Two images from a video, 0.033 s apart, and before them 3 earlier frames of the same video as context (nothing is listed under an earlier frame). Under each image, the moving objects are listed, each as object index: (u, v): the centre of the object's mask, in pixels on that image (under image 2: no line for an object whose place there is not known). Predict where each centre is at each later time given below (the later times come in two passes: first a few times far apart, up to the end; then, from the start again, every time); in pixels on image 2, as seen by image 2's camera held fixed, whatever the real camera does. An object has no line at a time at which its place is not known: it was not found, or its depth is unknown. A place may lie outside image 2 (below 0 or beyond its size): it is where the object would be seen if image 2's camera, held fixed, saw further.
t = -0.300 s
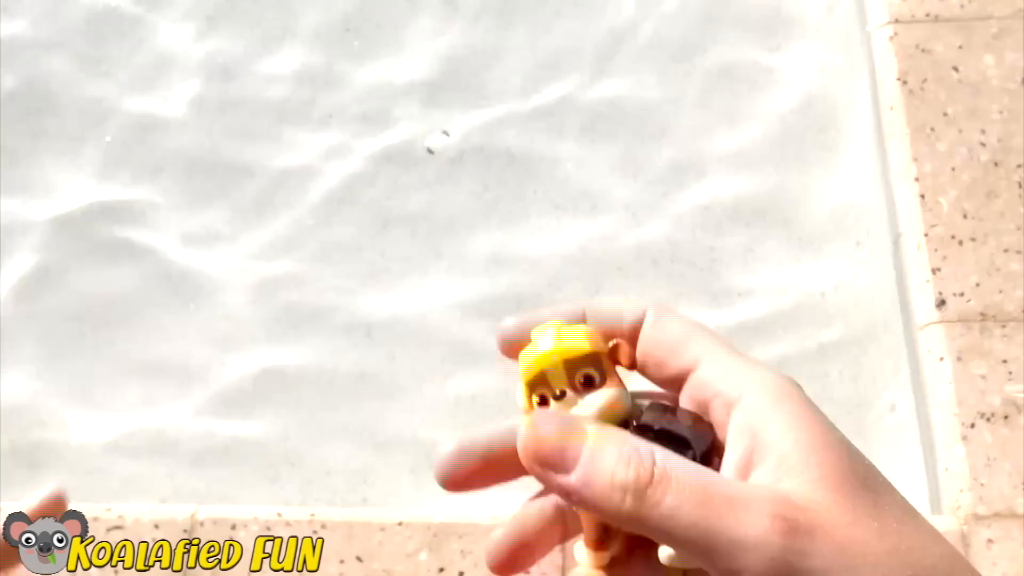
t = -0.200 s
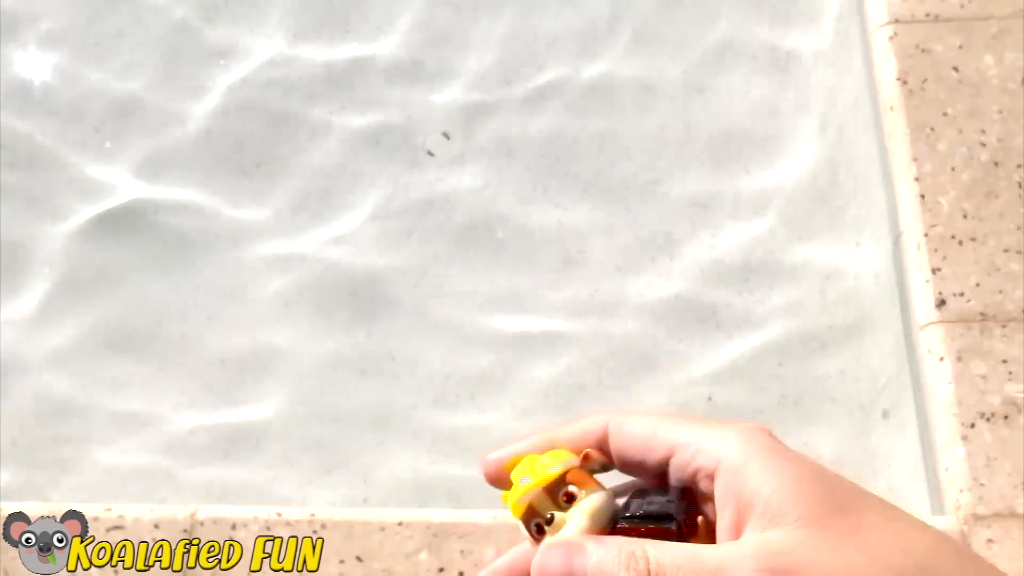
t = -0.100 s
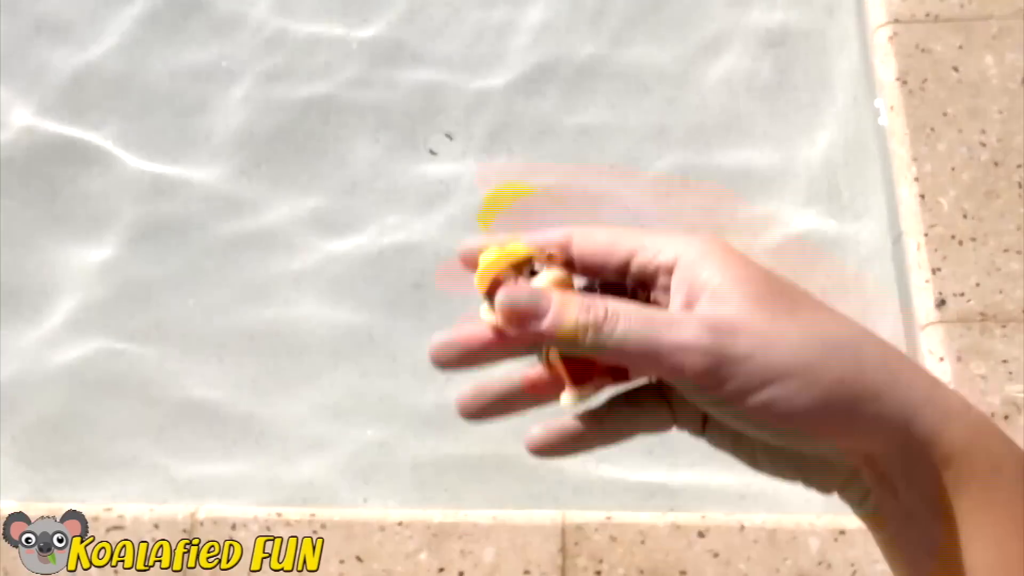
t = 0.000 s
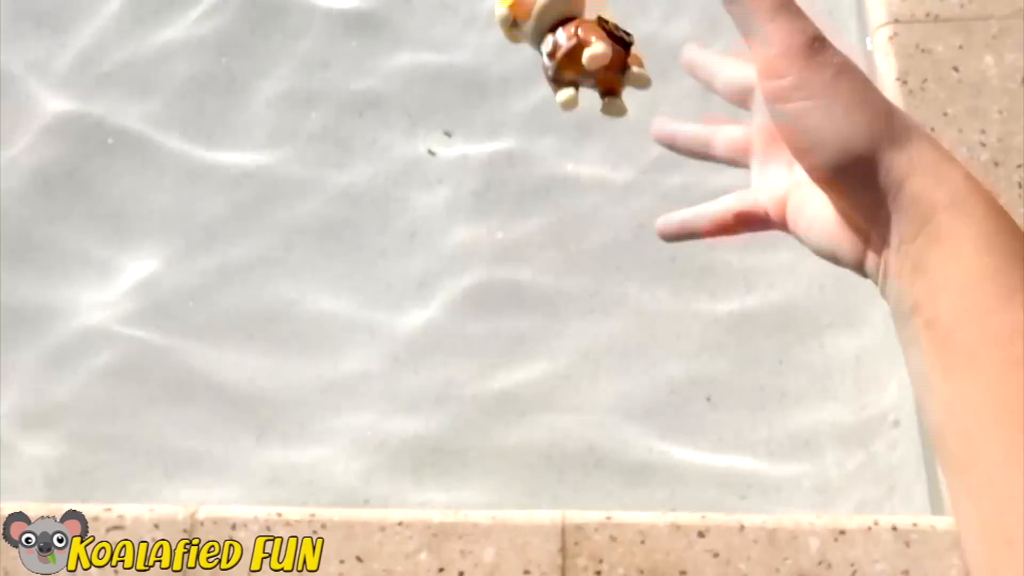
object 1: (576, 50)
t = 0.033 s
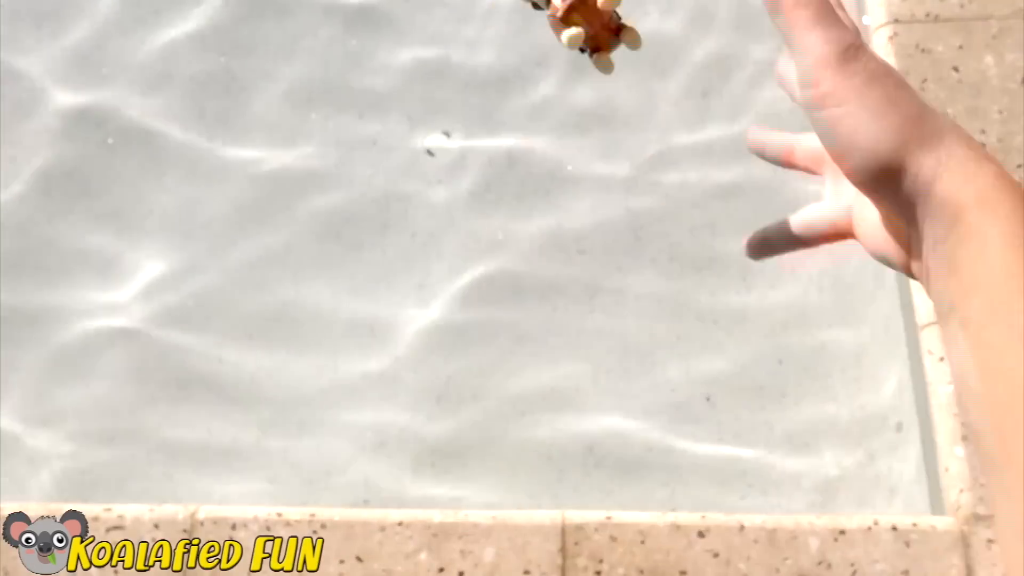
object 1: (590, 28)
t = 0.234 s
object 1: (581, 64)
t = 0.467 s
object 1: (589, 161)
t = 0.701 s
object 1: (592, 164)
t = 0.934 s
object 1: (596, 177)
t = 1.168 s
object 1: (597, 190)
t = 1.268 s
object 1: (600, 193)
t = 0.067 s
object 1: (590, 20)
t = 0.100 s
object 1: (584, 18)
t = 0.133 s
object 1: (584, 19)
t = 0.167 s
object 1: (583, 26)
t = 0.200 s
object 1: (581, 39)
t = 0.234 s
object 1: (581, 64)
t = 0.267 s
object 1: (581, 89)
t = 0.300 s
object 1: (583, 116)
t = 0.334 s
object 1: (585, 141)
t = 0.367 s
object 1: (584, 150)
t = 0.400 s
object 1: (585, 155)
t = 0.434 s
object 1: (591, 164)
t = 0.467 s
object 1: (589, 161)
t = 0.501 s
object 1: (590, 166)
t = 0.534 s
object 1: (589, 170)
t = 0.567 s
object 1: (590, 169)
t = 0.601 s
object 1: (595, 170)
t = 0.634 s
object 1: (592, 170)
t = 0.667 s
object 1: (597, 165)
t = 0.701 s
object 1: (592, 164)
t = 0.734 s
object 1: (589, 166)
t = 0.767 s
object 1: (590, 168)
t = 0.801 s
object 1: (592, 169)
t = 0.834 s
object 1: (593, 174)
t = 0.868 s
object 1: (596, 175)
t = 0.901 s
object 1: (593, 177)
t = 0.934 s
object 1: (596, 177)
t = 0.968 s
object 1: (595, 182)
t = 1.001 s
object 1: (599, 183)
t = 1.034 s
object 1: (599, 186)
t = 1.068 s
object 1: (597, 187)
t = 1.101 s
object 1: (596, 187)
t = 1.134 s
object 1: (598, 188)
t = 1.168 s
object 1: (597, 190)
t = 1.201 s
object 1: (596, 189)
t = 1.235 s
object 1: (595, 191)
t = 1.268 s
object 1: (600, 193)
